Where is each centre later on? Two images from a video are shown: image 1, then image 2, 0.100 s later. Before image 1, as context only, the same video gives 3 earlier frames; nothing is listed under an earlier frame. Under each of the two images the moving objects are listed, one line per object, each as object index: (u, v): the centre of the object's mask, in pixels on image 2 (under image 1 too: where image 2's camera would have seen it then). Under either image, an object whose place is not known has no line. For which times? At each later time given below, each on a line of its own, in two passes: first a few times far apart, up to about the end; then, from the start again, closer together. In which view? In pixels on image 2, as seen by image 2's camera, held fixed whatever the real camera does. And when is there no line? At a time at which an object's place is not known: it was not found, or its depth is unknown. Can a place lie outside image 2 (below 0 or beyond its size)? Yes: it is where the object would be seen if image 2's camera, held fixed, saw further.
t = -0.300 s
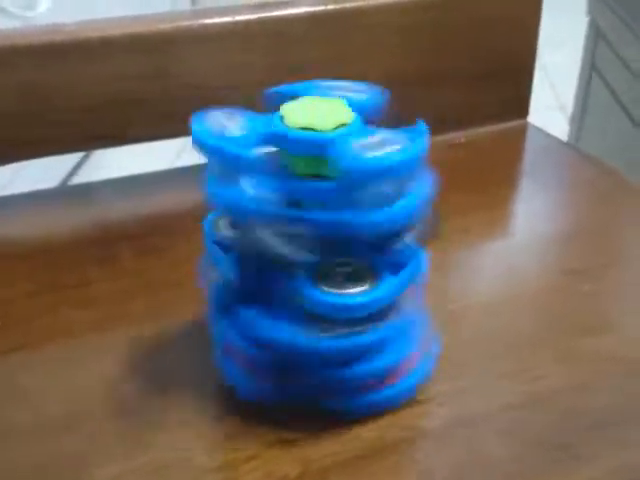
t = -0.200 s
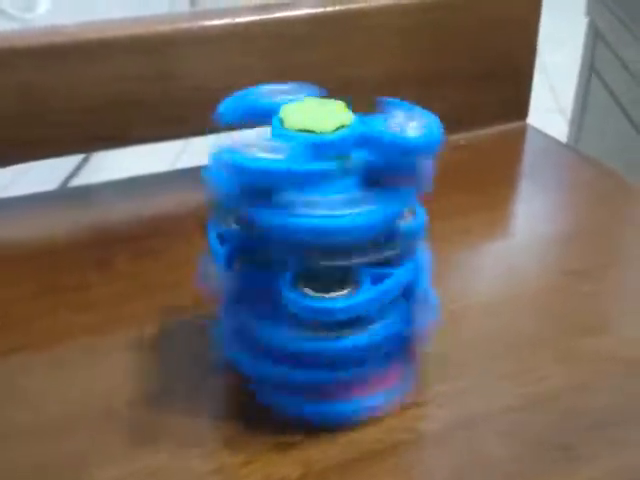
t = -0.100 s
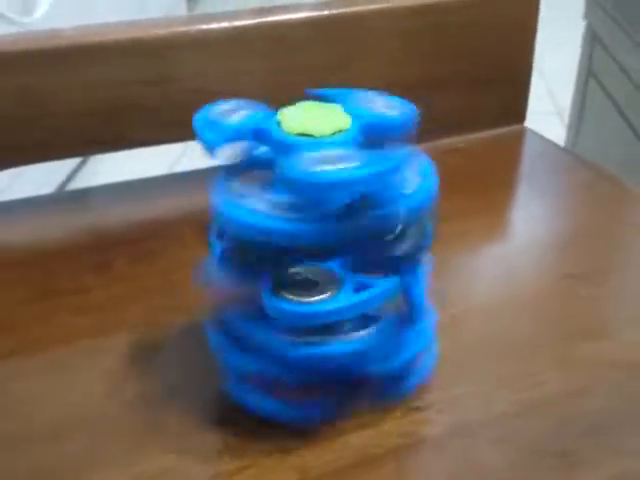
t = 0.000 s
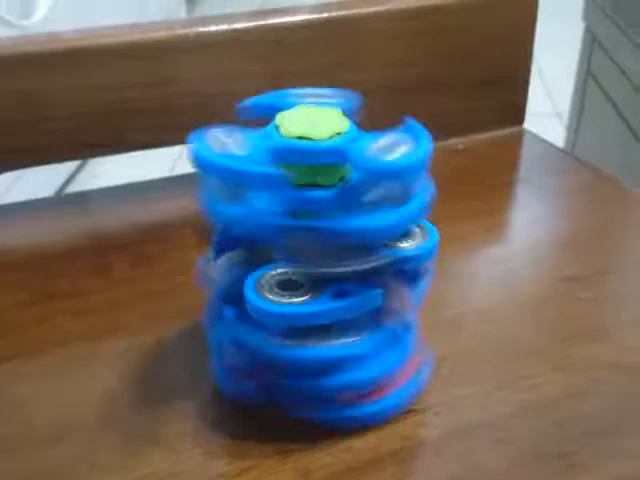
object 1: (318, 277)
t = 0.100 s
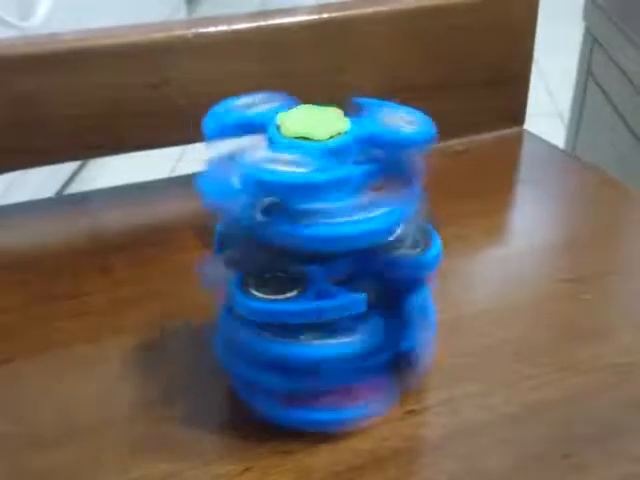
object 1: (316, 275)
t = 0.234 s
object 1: (323, 275)
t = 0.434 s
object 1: (320, 275)
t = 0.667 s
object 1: (318, 274)
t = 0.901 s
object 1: (313, 274)
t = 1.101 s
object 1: (322, 272)
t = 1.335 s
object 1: (312, 271)
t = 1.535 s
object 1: (322, 270)
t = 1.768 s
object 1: (320, 273)
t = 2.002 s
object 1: (321, 276)
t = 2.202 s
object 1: (315, 270)
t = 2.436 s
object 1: (313, 272)
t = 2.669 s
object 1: (330, 271)
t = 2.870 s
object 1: (324, 271)
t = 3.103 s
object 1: (313, 270)
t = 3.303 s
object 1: (323, 270)
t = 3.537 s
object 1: (332, 269)
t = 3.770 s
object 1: (328, 267)
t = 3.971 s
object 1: (325, 270)
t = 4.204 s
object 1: (330, 270)
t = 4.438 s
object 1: (339, 277)
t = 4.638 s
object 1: (320, 272)
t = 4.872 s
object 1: (325, 272)
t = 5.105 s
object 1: (326, 271)
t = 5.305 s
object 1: (319, 268)
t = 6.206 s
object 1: (325, 270)
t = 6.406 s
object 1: (309, 272)
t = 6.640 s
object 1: (317, 272)
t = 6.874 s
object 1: (319, 274)
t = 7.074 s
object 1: (318, 272)
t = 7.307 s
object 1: (320, 271)
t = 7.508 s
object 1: (306, 279)
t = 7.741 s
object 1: (315, 270)
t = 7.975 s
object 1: (320, 271)
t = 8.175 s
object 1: (317, 270)
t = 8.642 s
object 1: (331, 271)
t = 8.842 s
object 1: (327, 271)
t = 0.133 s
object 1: (325, 274)
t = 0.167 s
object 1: (312, 274)
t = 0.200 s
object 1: (324, 273)
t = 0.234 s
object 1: (323, 275)
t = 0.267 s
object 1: (318, 276)
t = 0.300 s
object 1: (322, 273)
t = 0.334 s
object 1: (323, 277)
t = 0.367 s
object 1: (319, 275)
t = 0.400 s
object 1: (316, 273)
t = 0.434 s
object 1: (320, 275)
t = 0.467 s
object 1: (316, 273)
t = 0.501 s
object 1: (321, 276)
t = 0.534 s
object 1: (317, 272)
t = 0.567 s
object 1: (315, 274)
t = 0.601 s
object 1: (321, 272)
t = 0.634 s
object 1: (313, 274)
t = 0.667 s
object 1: (318, 274)
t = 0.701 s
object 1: (314, 273)
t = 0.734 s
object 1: (313, 276)
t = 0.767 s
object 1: (313, 271)
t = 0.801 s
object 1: (321, 276)
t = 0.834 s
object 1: (311, 275)
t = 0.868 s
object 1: (313, 274)
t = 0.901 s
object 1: (313, 274)
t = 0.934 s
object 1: (314, 272)
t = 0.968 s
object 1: (314, 273)
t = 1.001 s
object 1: (326, 272)
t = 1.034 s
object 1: (309, 273)
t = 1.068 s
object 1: (317, 273)
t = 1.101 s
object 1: (322, 272)
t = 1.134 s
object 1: (322, 269)
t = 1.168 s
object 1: (315, 269)
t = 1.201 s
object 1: (319, 271)
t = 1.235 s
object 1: (311, 273)
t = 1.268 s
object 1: (310, 273)
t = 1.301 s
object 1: (315, 273)
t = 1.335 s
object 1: (312, 271)
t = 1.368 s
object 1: (320, 272)
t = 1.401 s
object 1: (316, 272)
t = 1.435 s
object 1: (313, 273)
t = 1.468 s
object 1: (317, 272)
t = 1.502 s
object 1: (314, 270)
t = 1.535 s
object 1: (322, 270)
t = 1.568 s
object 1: (309, 273)
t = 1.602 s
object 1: (323, 270)
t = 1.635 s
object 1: (316, 270)
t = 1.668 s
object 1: (312, 273)
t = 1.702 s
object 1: (324, 273)
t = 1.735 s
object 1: (309, 275)
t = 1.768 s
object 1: (320, 273)
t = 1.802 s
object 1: (317, 273)
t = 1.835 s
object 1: (322, 272)
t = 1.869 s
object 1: (313, 273)
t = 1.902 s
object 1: (320, 273)
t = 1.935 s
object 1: (323, 274)
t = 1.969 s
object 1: (310, 275)
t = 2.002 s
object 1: (321, 276)
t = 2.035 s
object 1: (323, 273)
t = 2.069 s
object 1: (310, 276)
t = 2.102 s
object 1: (323, 275)
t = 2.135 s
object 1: (315, 272)
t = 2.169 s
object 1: (318, 274)
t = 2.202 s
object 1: (315, 270)
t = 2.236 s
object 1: (330, 272)
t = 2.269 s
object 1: (314, 273)
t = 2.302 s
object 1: (320, 270)
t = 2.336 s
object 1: (326, 271)
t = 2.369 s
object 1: (312, 272)
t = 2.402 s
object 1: (326, 271)
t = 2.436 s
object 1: (313, 272)
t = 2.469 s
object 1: (325, 272)
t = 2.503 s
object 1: (318, 272)
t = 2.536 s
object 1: (316, 271)
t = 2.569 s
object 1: (327, 270)
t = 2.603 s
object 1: (314, 268)
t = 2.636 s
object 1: (319, 271)
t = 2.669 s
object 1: (330, 271)
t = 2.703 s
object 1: (325, 271)
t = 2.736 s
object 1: (319, 272)
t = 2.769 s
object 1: (317, 270)
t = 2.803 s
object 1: (325, 270)
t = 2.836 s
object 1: (327, 271)
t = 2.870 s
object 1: (324, 271)
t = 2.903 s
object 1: (318, 271)
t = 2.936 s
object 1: (328, 272)
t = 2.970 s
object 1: (328, 272)
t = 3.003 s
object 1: (324, 271)
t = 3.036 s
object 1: (322, 271)
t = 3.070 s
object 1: (320, 271)
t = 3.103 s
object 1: (313, 270)
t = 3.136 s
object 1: (320, 272)
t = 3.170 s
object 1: (315, 267)
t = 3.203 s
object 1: (318, 272)
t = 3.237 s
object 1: (322, 271)
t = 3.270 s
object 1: (318, 269)
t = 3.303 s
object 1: (323, 270)
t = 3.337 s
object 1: (320, 268)
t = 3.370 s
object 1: (323, 270)
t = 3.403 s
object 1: (315, 270)
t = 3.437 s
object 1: (329, 271)
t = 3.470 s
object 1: (320, 273)
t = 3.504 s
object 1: (322, 271)
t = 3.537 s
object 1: (332, 269)
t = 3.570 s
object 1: (328, 271)
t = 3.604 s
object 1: (321, 269)
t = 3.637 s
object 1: (329, 266)
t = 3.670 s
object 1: (317, 267)
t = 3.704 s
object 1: (327, 270)
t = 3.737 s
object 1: (318, 268)
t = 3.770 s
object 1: (328, 267)
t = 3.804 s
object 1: (323, 270)
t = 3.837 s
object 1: (318, 269)
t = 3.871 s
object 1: (328, 269)
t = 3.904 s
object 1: (317, 268)
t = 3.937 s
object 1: (325, 270)
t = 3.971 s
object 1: (325, 270)
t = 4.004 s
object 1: (319, 268)
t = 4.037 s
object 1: (318, 270)
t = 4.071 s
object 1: (318, 268)
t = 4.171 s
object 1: (318, 268)
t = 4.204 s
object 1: (330, 270)
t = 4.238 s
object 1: (319, 269)
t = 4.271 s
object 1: (324, 270)
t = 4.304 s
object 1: (316, 270)
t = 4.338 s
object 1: (317, 270)
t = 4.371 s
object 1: (321, 272)
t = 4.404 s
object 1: (321, 271)
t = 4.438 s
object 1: (339, 277)
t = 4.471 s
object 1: (320, 273)
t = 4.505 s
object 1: (320, 272)
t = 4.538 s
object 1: (320, 273)
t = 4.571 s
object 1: (314, 270)
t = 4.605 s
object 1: (330, 274)
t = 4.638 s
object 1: (320, 272)
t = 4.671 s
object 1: (319, 271)
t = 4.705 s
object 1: (326, 269)
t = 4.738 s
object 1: (315, 271)
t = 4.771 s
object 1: (323, 270)
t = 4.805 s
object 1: (318, 271)
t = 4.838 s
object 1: (324, 273)
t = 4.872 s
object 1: (325, 272)
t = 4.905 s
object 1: (319, 272)
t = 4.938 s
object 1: (323, 272)
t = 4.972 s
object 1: (324, 272)
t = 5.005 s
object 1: (318, 271)
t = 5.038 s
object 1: (324, 272)
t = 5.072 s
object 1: (314, 270)
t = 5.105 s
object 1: (326, 271)
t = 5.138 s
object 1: (323, 270)
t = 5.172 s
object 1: (314, 270)
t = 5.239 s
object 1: (319, 270)
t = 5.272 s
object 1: (328, 270)
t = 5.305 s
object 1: (319, 268)
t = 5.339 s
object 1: (327, 270)
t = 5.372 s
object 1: (324, 271)
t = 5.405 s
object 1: (313, 270)
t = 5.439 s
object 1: (319, 271)
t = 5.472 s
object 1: (325, 271)
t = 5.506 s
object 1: (313, 270)
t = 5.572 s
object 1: (317, 269)
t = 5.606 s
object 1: (313, 272)
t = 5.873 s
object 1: (320, 271)
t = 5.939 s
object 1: (317, 270)
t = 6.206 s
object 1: (325, 270)
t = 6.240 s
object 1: (321, 269)
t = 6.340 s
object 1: (319, 269)
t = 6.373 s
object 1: (319, 269)
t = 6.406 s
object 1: (309, 272)
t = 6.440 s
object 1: (323, 272)
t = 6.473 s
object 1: (325, 270)
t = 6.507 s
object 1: (320, 270)
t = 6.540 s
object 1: (311, 270)
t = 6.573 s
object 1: (322, 272)
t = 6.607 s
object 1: (317, 269)
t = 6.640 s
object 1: (317, 272)
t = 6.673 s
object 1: (319, 270)
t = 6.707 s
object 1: (315, 271)
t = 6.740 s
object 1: (320, 273)
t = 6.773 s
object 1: (319, 271)
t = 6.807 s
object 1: (324, 272)
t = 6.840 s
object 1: (315, 275)
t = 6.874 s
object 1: (319, 274)
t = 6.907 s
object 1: (324, 274)
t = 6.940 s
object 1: (322, 272)
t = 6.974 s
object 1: (321, 273)
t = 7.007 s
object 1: (325, 274)
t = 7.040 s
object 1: (318, 271)
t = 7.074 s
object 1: (318, 272)
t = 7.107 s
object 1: (322, 269)
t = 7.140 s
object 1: (323, 273)
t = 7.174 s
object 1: (328, 271)
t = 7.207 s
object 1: (311, 272)
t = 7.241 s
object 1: (325, 271)
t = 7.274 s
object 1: (320, 273)
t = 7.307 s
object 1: (320, 271)
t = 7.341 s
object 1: (321, 272)
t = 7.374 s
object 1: (321, 271)
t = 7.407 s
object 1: (319, 271)
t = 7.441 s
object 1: (319, 272)
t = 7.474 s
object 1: (318, 269)
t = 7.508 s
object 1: (306, 279)
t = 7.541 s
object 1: (311, 273)
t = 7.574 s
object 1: (314, 270)
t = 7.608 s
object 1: (317, 273)
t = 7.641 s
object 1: (305, 272)
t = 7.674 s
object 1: (322, 271)
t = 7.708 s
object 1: (318, 270)
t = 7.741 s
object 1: (315, 270)
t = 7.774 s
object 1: (321, 271)
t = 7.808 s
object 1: (321, 271)
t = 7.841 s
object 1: (313, 272)
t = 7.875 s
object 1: (311, 272)
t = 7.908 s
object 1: (321, 269)
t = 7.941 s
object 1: (315, 271)
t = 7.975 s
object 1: (320, 271)
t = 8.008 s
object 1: (314, 270)
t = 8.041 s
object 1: (323, 272)
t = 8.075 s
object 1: (316, 269)
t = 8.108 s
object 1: (312, 272)
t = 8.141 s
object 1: (326, 269)
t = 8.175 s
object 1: (317, 270)
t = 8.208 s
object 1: (329, 270)
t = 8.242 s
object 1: (315, 273)
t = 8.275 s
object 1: (318, 270)
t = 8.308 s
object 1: (324, 272)
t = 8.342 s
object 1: (311, 273)
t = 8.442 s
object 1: (314, 271)
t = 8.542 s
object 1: (312, 269)
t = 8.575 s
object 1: (329, 266)
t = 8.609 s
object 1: (317, 266)
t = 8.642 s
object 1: (331, 271)
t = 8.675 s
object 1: (325, 268)
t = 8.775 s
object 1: (312, 271)
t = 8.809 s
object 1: (322, 272)
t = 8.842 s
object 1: (327, 271)
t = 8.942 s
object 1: (321, 271)
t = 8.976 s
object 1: (318, 269)
